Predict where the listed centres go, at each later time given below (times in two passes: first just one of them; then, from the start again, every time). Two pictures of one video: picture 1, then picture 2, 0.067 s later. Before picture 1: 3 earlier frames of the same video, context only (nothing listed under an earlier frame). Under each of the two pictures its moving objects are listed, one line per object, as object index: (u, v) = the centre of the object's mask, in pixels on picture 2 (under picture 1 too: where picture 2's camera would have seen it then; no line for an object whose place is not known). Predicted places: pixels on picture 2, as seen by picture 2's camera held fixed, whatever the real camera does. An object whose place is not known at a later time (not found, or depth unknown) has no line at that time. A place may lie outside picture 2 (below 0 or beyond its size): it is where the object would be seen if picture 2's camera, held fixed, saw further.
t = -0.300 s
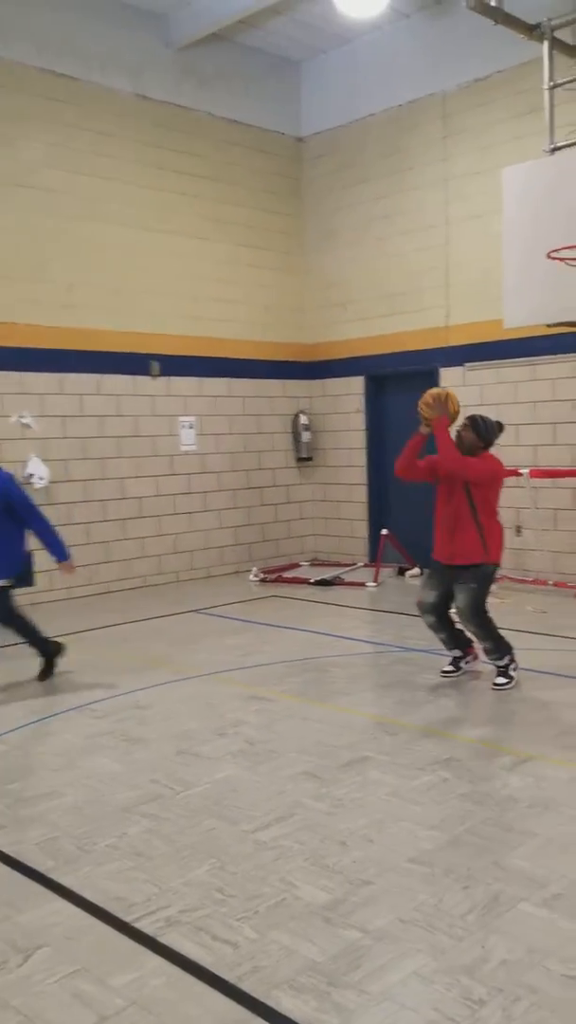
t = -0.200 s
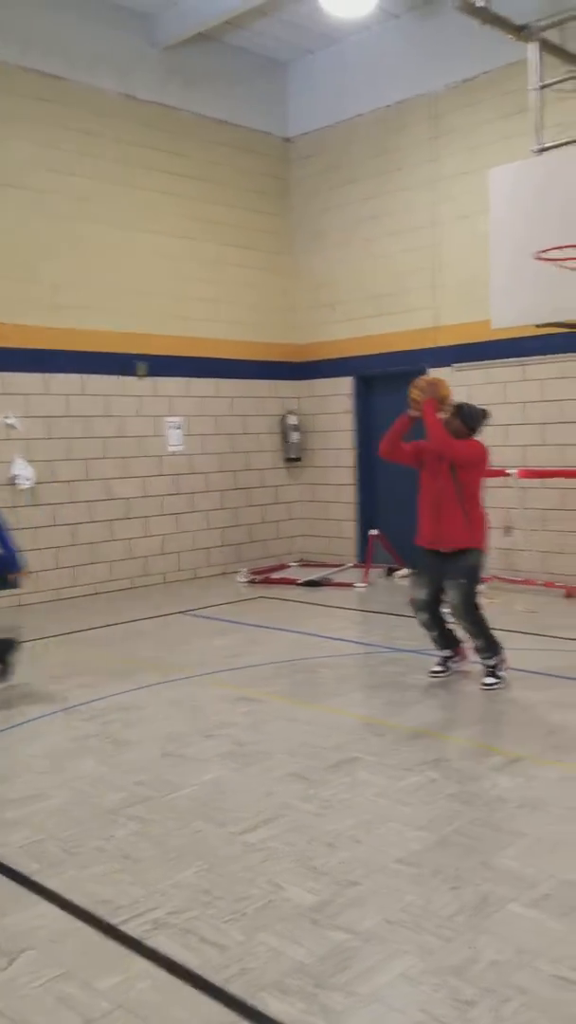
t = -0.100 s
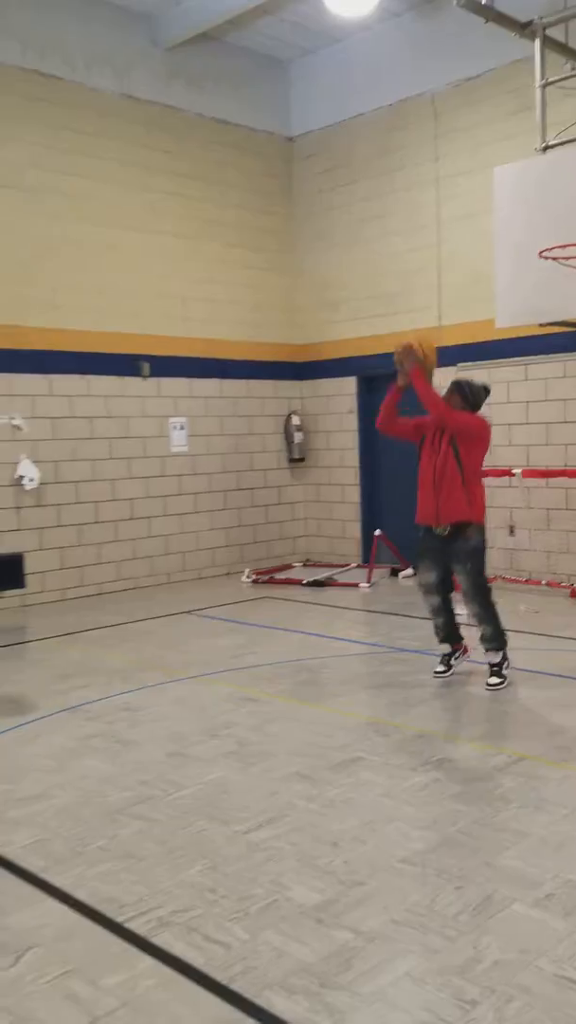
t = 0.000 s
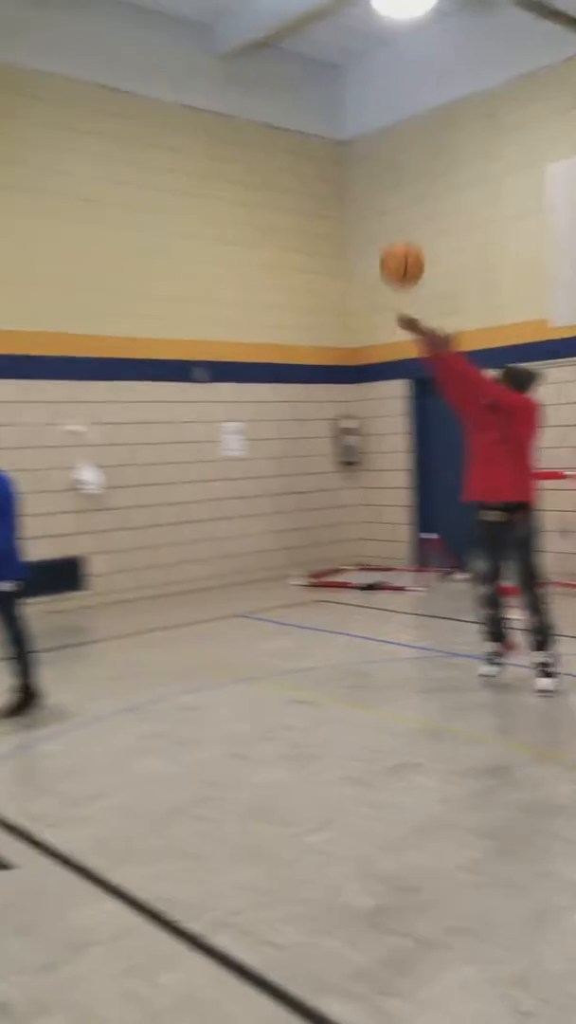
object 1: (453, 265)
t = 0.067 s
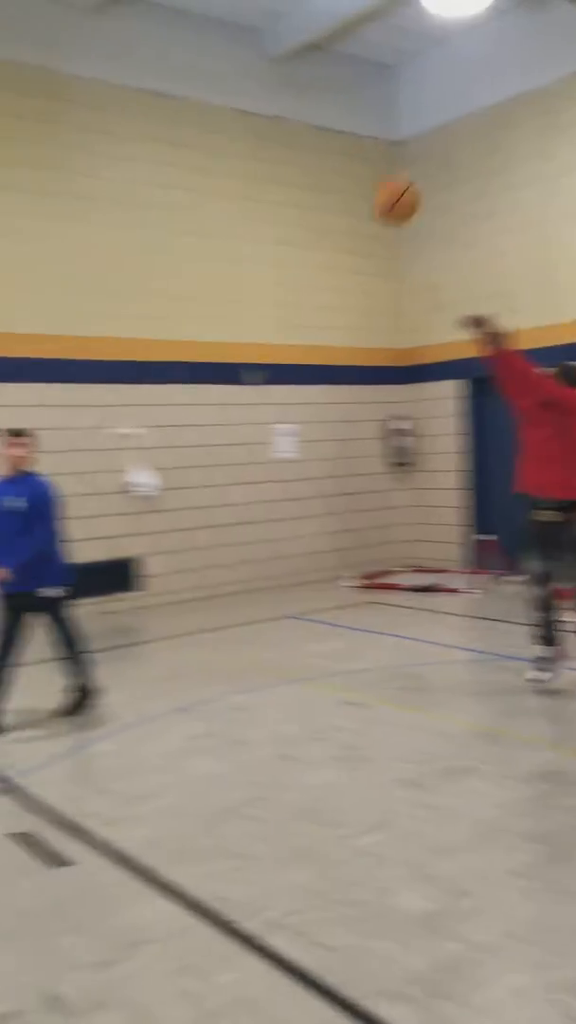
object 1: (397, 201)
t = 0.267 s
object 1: (210, 48)
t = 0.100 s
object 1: (368, 171)
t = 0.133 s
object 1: (335, 143)
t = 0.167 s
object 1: (305, 117)
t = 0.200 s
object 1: (273, 92)
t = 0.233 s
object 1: (242, 69)
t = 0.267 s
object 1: (210, 48)
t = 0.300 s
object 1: (179, 31)
